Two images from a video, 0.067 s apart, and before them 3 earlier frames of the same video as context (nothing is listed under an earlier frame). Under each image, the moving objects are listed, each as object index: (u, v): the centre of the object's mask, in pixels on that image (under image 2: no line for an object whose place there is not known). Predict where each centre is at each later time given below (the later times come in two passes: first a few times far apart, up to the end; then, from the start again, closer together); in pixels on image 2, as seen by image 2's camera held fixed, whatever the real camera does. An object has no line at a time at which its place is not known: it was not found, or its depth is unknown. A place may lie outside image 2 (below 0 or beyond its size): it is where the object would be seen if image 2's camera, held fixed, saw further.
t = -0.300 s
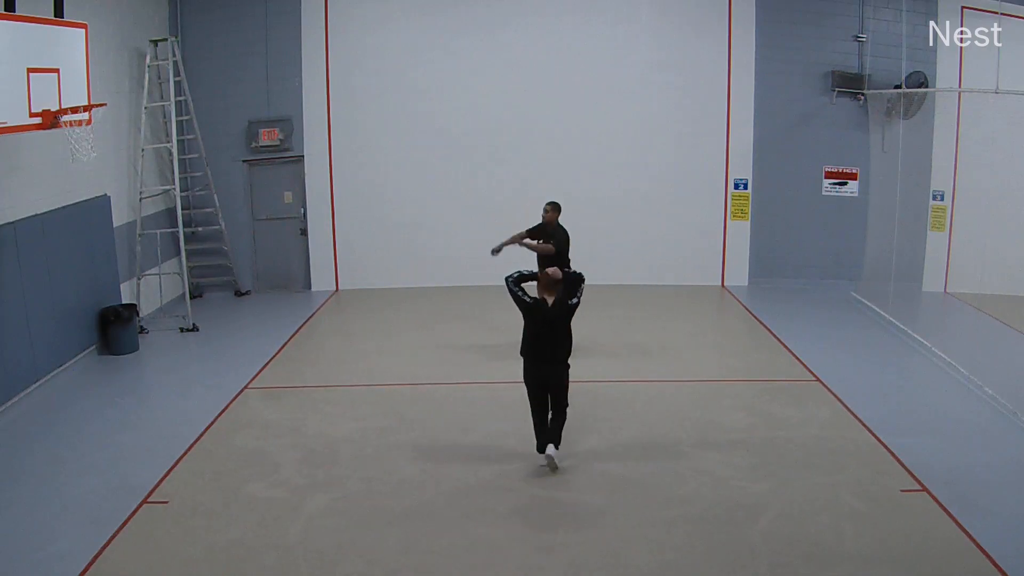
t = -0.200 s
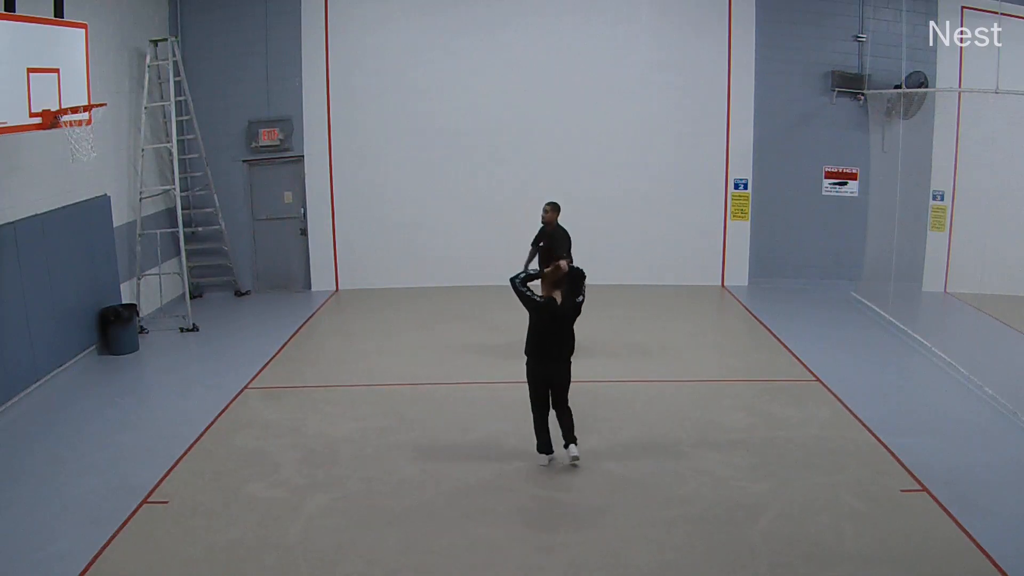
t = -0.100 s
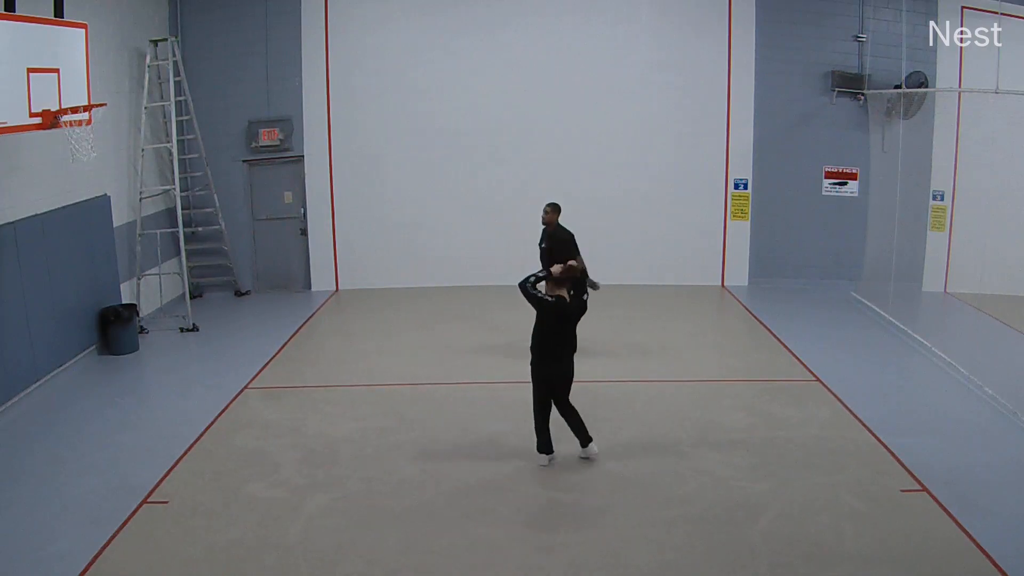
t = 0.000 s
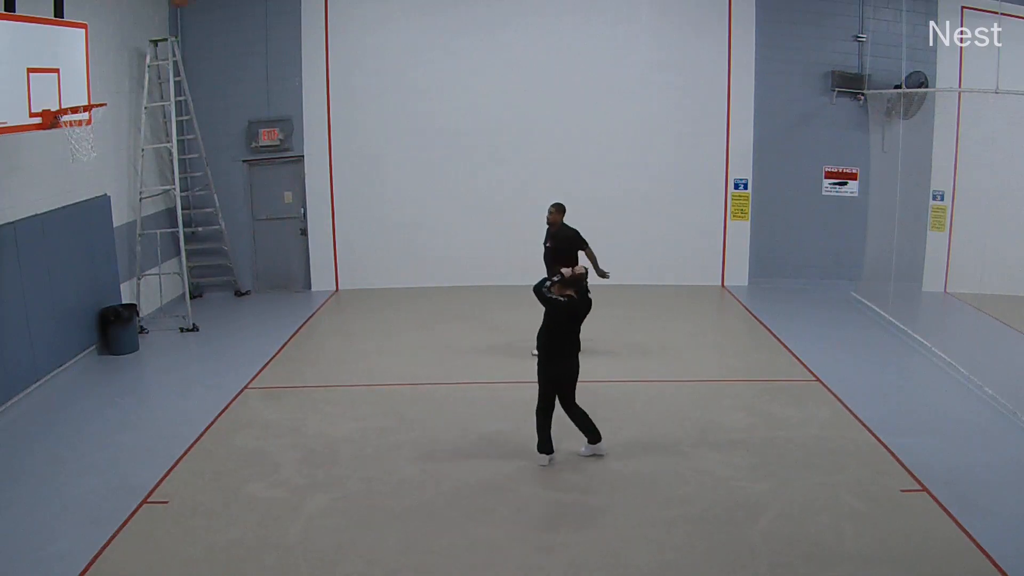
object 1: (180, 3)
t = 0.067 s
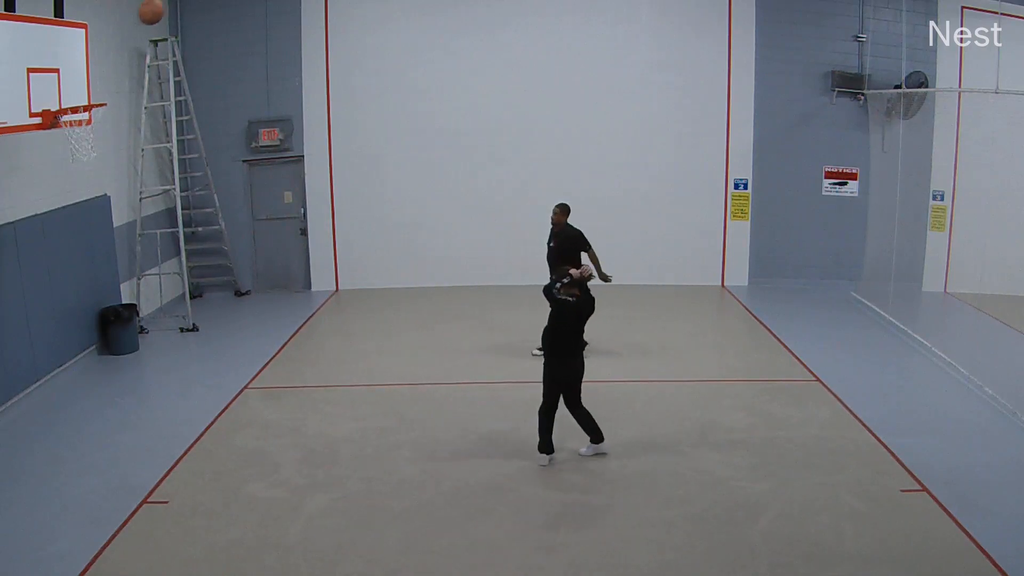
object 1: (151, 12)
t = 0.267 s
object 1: (64, 96)
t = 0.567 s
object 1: (66, 27)
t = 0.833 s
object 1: (102, 41)
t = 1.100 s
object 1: (141, 130)
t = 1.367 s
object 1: (191, 292)
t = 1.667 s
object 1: (207, 311)
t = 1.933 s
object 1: (189, 203)
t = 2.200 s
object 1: (179, 167)
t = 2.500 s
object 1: (173, 210)
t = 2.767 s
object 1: (177, 327)
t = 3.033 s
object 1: (175, 342)
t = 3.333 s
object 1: (164, 263)
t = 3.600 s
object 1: (162, 265)
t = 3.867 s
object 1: (168, 336)
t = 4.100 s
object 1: (168, 360)
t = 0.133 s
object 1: (122, 34)
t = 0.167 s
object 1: (107, 48)
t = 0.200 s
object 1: (92, 63)
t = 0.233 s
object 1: (78, 79)
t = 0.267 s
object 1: (64, 96)
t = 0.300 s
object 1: (60, 87)
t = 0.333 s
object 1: (56, 75)
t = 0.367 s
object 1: (53, 65)
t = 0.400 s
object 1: (49, 56)
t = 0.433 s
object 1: (49, 48)
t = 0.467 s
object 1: (54, 41)
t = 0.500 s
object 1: (58, 36)
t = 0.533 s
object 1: (62, 31)
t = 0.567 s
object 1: (66, 27)
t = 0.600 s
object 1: (71, 25)
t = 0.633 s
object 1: (75, 23)
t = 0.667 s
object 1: (80, 24)
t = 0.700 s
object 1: (84, 25)
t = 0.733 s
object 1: (89, 27)
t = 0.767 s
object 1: (93, 30)
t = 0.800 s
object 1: (97, 35)
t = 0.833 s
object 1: (102, 41)
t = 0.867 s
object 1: (106, 48)
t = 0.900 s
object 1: (111, 56)
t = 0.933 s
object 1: (116, 65)
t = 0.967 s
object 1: (121, 76)
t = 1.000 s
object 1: (125, 88)
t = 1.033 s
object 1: (131, 101)
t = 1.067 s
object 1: (136, 115)
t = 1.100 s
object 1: (141, 130)
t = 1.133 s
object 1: (147, 146)
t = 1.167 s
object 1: (153, 163)
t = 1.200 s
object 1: (159, 183)
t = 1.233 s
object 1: (164, 202)
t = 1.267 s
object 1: (170, 223)
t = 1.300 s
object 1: (177, 245)
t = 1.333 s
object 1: (184, 268)
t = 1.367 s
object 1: (191, 292)
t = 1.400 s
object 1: (198, 316)
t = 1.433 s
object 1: (205, 342)
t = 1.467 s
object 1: (213, 367)
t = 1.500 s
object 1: (220, 395)
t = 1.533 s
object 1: (220, 388)
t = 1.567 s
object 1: (216, 367)
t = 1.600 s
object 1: (213, 348)
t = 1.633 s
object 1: (210, 329)
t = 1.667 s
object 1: (207, 311)
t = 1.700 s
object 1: (204, 294)
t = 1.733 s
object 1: (201, 278)
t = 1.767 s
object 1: (199, 263)
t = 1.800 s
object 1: (197, 248)
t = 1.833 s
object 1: (195, 235)
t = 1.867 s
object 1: (192, 224)
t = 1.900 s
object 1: (191, 214)
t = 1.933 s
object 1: (189, 203)
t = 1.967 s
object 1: (187, 195)
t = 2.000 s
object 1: (186, 187)
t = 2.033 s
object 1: (185, 181)
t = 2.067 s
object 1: (183, 176)
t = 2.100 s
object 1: (182, 172)
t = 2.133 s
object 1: (181, 169)
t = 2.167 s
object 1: (180, 167)
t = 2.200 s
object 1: (179, 167)
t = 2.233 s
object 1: (178, 167)
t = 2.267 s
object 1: (177, 168)
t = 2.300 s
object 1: (176, 171)
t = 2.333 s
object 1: (175, 174)
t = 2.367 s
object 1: (175, 179)
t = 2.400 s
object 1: (174, 186)
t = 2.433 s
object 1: (174, 193)
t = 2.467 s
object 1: (174, 201)
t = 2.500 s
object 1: (173, 210)
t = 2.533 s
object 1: (173, 221)
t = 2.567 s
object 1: (173, 233)
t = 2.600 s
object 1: (173, 246)
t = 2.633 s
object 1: (174, 260)
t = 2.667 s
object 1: (174, 276)
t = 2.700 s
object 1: (175, 292)
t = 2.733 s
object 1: (176, 309)
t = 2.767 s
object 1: (177, 327)
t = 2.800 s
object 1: (179, 346)
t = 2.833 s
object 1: (181, 366)
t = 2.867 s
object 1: (183, 387)
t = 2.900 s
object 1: (184, 405)
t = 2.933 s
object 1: (181, 387)
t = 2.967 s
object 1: (179, 371)
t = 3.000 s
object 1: (177, 356)
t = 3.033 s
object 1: (175, 342)
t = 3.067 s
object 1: (173, 329)
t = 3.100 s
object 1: (171, 317)
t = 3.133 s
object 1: (169, 306)
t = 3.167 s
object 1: (168, 296)
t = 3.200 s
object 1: (167, 287)
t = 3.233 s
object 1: (166, 280)
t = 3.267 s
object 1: (165, 273)
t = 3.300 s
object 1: (164, 267)
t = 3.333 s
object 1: (164, 263)
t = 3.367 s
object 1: (163, 259)
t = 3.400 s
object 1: (163, 256)
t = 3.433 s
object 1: (162, 255)
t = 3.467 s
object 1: (162, 255)
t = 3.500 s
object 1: (162, 255)
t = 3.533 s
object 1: (162, 257)
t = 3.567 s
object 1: (162, 261)
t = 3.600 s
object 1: (162, 265)
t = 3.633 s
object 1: (162, 270)
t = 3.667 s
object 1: (162, 277)
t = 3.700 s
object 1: (163, 284)
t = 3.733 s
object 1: (164, 293)
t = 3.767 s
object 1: (165, 302)
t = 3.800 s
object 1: (165, 312)
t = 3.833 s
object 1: (167, 324)
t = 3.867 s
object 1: (168, 336)
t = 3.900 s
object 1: (169, 350)
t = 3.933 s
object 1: (171, 364)
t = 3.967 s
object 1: (173, 379)
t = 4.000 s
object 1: (175, 395)
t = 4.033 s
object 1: (173, 383)
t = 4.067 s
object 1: (171, 370)
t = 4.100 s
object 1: (168, 360)
